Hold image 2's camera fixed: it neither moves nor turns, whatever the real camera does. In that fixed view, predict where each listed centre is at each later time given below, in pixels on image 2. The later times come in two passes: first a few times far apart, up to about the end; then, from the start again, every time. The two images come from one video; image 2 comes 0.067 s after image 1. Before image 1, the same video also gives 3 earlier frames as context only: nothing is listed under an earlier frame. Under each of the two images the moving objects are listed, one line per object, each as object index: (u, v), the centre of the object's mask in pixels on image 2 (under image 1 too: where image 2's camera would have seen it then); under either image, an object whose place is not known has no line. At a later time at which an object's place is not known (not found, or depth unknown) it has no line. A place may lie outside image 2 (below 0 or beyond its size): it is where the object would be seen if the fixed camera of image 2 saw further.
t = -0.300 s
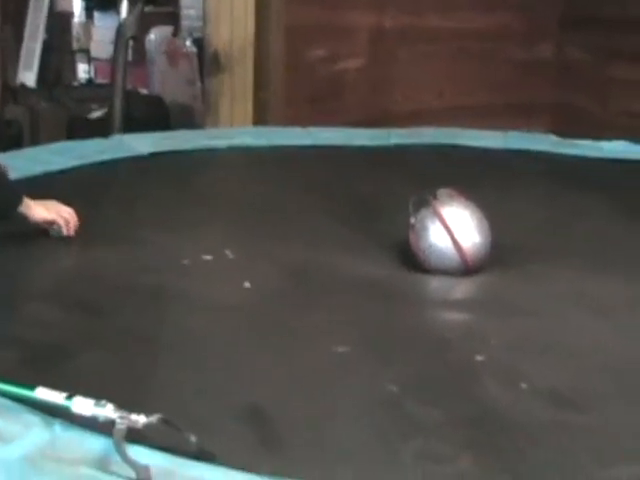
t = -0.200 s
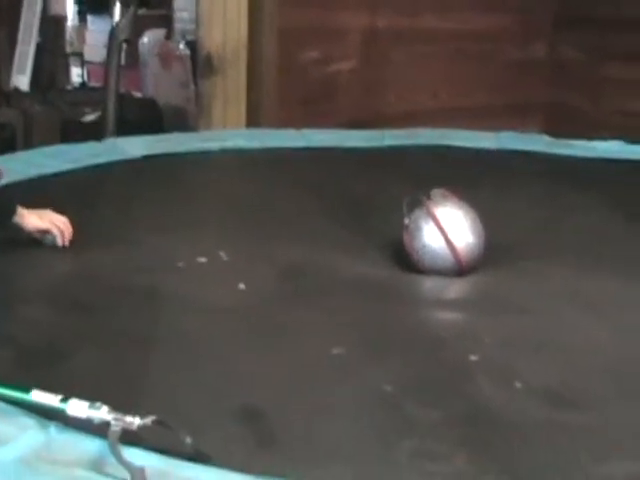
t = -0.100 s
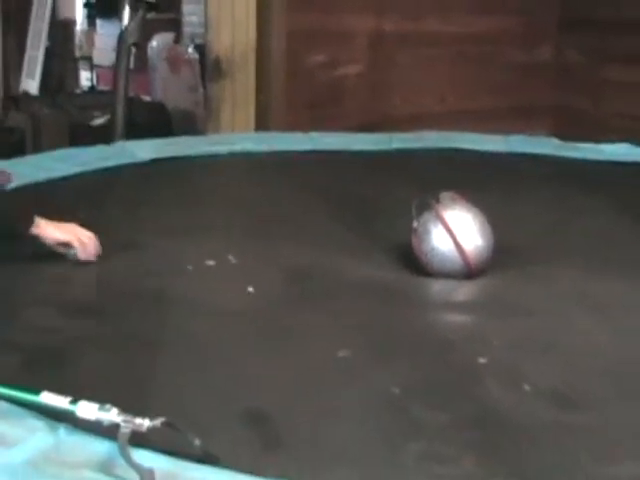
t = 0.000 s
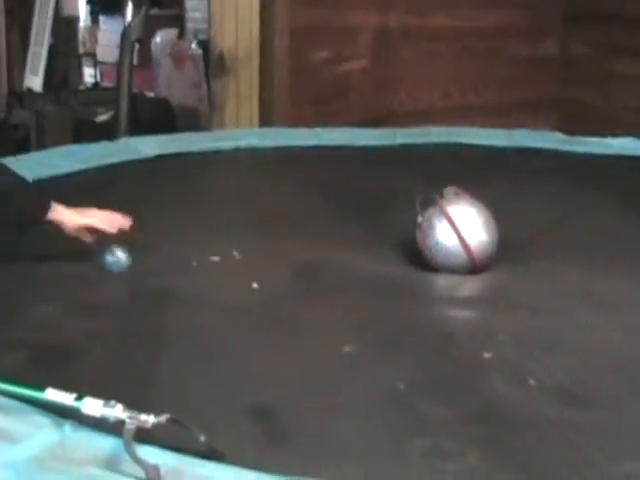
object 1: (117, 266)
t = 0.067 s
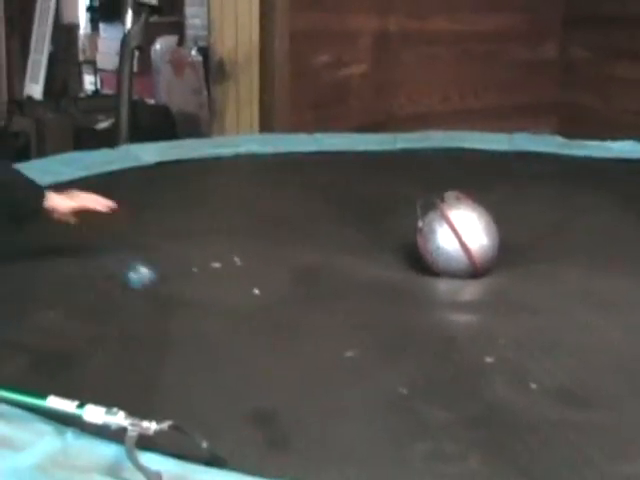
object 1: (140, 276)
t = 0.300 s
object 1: (233, 309)
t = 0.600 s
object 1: (394, 345)
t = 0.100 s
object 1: (152, 280)
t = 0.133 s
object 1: (163, 284)
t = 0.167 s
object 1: (177, 288)
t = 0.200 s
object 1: (190, 294)
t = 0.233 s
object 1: (203, 299)
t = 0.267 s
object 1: (219, 304)
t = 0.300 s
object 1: (233, 309)
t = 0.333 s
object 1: (249, 312)
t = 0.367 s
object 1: (266, 317)
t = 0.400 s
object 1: (281, 321)
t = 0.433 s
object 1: (298, 324)
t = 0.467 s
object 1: (317, 328)
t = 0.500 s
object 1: (335, 333)
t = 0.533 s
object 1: (353, 337)
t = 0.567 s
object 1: (373, 341)
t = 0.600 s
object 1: (394, 345)
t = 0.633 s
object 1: (414, 349)
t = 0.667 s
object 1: (436, 353)
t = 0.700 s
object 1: (457, 357)
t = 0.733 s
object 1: (477, 360)
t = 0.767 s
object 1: (501, 364)
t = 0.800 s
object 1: (522, 369)
